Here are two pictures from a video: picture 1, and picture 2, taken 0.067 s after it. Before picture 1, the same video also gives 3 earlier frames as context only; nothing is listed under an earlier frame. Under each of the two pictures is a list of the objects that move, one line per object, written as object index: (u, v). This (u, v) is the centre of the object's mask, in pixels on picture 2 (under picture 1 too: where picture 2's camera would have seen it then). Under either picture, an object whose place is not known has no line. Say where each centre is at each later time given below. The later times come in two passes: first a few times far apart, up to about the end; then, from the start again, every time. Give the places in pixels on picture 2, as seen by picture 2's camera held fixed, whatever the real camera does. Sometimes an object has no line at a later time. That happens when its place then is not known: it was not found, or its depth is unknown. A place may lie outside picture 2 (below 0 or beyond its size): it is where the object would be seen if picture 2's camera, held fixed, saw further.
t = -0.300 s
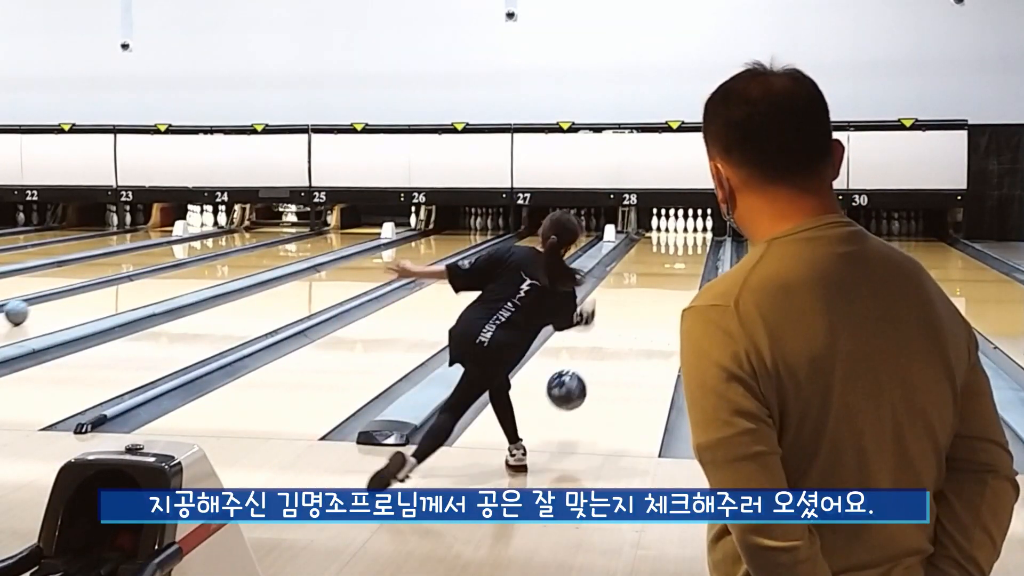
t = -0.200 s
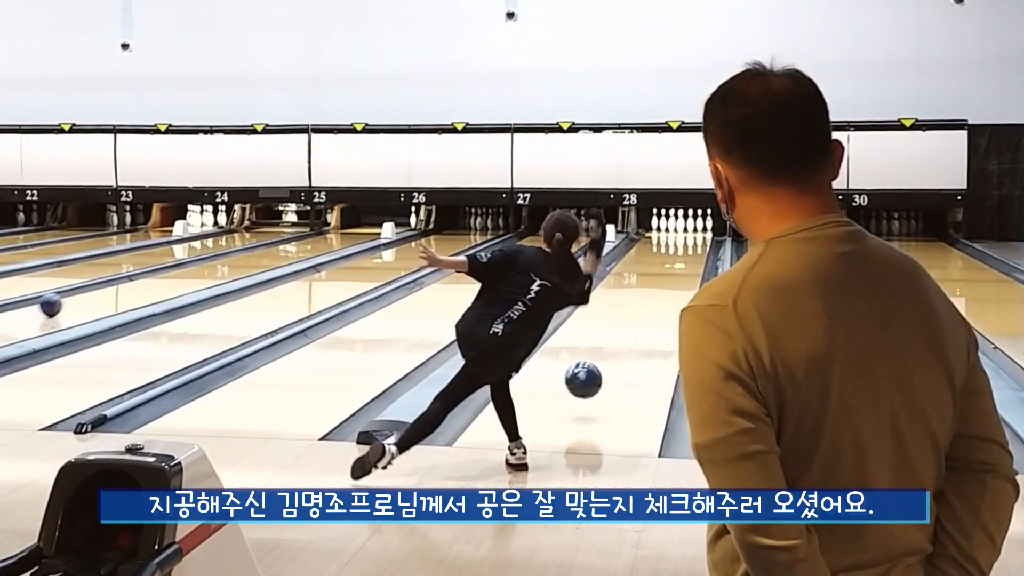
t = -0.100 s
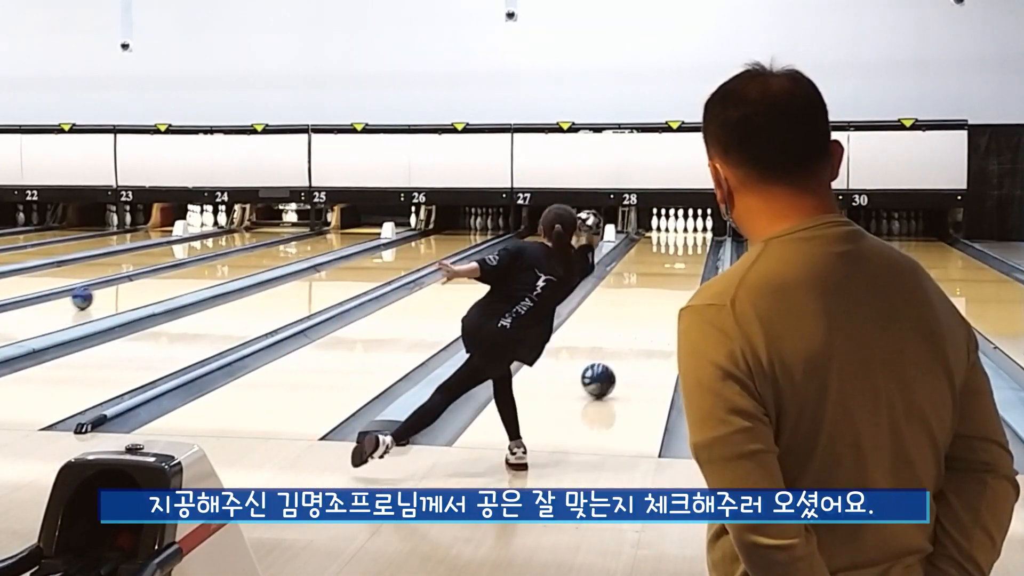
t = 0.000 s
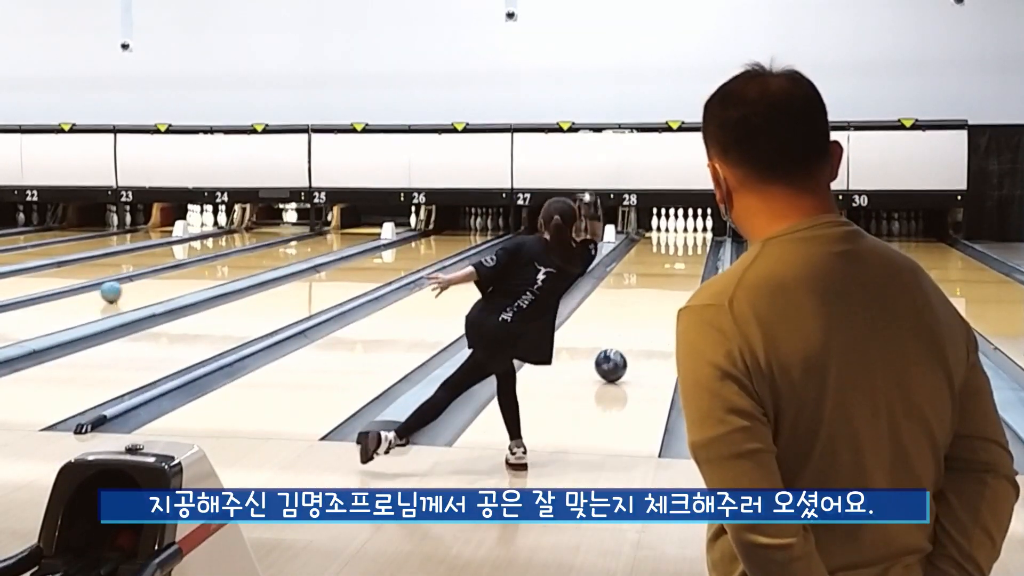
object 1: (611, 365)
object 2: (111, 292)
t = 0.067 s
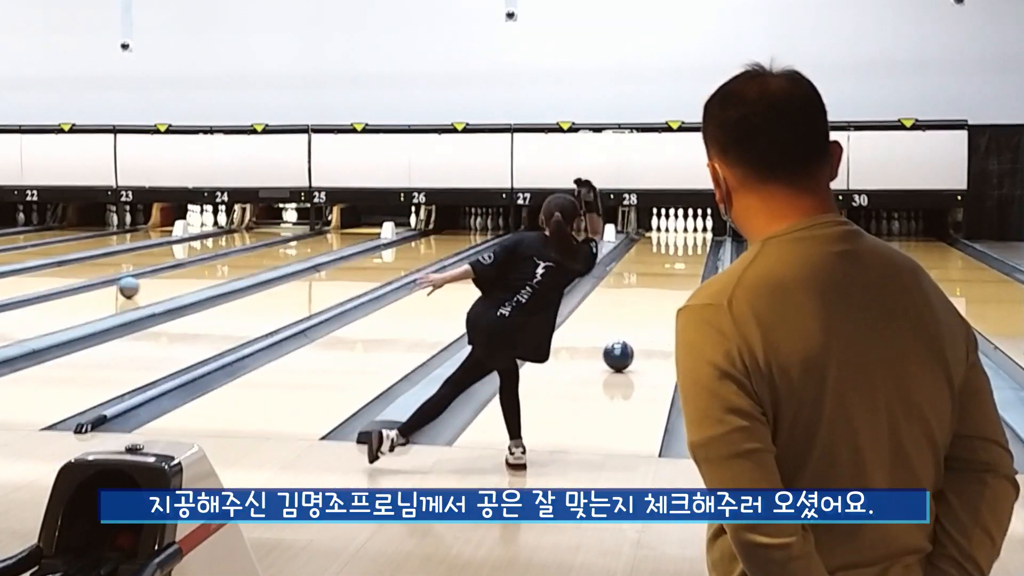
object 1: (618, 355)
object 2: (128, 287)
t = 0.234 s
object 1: (634, 335)
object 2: (170, 279)
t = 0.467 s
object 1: (651, 312)
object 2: (219, 267)
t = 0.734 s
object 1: (666, 292)
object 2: (265, 256)
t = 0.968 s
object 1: (675, 278)
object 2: (300, 249)
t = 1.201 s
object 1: (682, 266)
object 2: (330, 242)
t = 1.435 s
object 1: (686, 257)
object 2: (355, 236)
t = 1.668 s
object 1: (690, 248)
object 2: (376, 231)
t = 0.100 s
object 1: (621, 351)
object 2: (137, 285)
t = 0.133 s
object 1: (625, 346)
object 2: (146, 284)
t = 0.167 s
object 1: (628, 343)
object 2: (154, 282)
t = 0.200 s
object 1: (631, 339)
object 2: (162, 281)
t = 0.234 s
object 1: (634, 335)
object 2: (170, 279)
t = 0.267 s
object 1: (637, 331)
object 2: (177, 277)
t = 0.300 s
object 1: (640, 328)
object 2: (184, 275)
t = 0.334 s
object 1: (642, 324)
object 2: (191, 274)
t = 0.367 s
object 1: (645, 321)
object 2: (198, 272)
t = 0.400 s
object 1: (647, 318)
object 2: (205, 270)
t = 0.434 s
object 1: (649, 315)
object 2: (212, 269)
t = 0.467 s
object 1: (651, 312)
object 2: (219, 267)
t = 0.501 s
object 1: (654, 310)
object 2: (225, 266)
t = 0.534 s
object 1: (655, 307)
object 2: (231, 265)
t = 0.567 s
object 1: (657, 304)
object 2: (237, 263)
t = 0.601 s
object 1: (659, 301)
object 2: (243, 262)
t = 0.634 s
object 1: (661, 299)
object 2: (249, 260)
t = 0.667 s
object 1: (663, 297)
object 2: (254, 260)
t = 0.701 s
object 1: (664, 294)
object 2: (260, 258)
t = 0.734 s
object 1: (666, 292)
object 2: (265, 256)
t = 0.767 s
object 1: (667, 290)
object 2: (270, 256)
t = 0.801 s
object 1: (669, 288)
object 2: (276, 254)
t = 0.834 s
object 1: (670, 286)
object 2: (281, 253)
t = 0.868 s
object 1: (671, 284)
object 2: (286, 252)
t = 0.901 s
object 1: (672, 282)
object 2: (291, 251)
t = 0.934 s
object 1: (673, 280)
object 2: (296, 250)
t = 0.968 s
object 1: (675, 278)
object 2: (300, 249)
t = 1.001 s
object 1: (676, 276)
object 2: (304, 248)
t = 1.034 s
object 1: (677, 274)
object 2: (309, 247)
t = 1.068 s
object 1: (678, 273)
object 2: (313, 245)
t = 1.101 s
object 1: (679, 271)
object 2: (318, 244)
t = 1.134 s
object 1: (680, 269)
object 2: (322, 243)
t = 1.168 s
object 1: (681, 268)
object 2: (326, 243)
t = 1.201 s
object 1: (682, 266)
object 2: (330, 242)
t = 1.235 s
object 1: (682, 265)
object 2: (334, 241)
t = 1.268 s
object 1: (683, 263)
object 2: (337, 240)
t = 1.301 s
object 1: (684, 262)
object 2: (341, 240)
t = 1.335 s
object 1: (685, 261)
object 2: (345, 239)
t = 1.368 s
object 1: (685, 259)
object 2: (348, 238)
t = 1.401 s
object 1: (686, 258)
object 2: (352, 237)
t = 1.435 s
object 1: (686, 257)
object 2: (355, 236)
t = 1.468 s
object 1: (687, 255)
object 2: (359, 236)
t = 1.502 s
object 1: (688, 254)
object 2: (362, 235)
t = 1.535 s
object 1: (688, 253)
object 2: (365, 234)
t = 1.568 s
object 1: (689, 252)
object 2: (368, 233)
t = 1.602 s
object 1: (689, 250)
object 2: (371, 233)
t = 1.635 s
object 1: (689, 250)
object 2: (374, 232)
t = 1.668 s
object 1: (690, 248)
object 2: (376, 231)
